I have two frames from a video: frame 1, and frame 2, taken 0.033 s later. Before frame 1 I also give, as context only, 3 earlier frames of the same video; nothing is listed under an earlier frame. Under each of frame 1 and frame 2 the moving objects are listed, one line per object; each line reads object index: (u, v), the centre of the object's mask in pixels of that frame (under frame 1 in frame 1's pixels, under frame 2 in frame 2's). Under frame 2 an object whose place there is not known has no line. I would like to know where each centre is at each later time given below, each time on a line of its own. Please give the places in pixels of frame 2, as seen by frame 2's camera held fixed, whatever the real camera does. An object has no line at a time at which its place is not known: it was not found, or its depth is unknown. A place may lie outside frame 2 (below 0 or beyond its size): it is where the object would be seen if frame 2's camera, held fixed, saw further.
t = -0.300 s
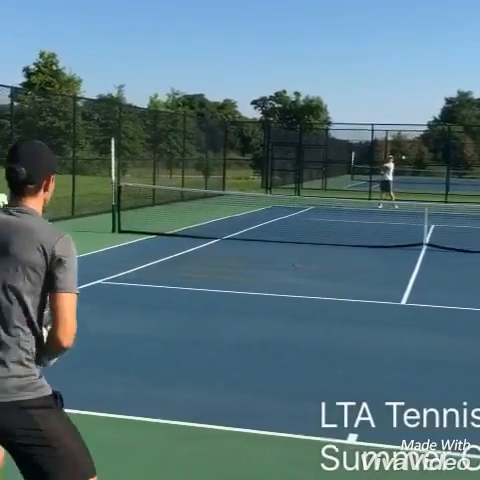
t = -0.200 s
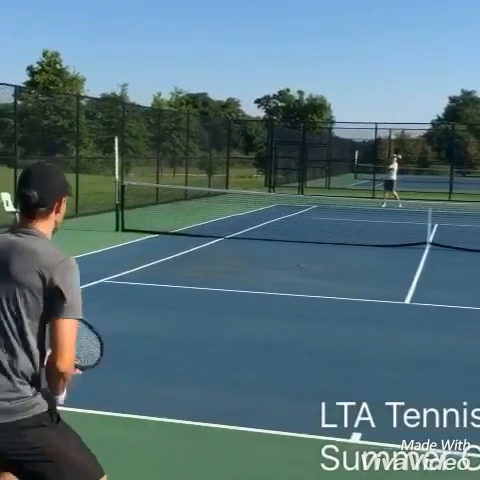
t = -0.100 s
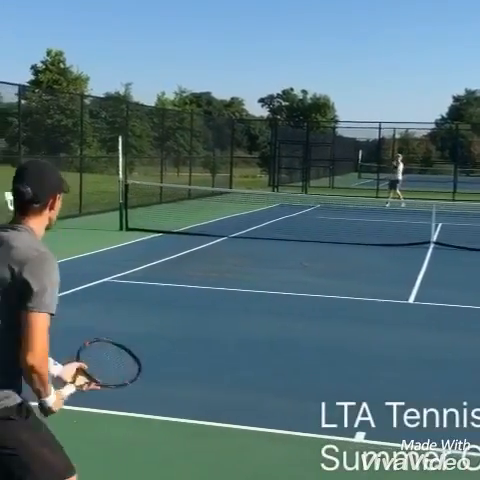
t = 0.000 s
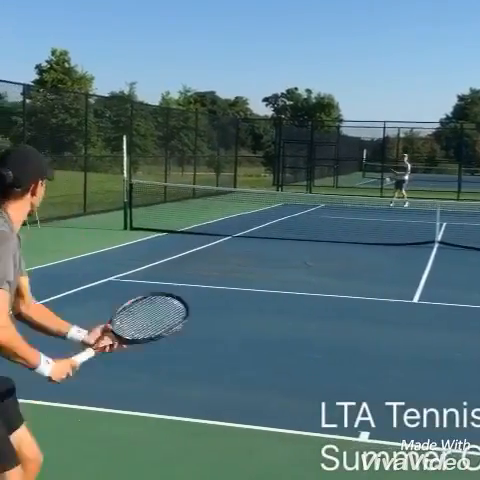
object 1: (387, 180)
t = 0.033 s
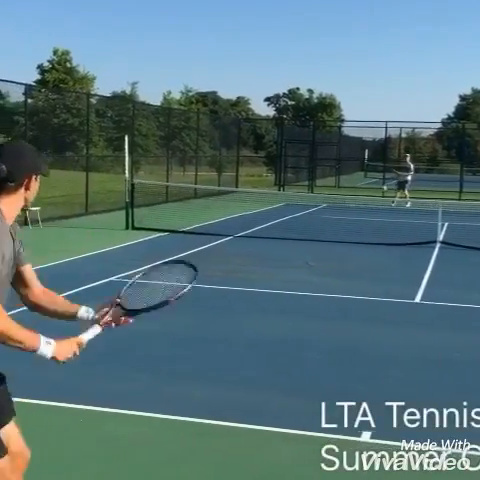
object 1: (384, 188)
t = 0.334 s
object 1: (323, 297)
